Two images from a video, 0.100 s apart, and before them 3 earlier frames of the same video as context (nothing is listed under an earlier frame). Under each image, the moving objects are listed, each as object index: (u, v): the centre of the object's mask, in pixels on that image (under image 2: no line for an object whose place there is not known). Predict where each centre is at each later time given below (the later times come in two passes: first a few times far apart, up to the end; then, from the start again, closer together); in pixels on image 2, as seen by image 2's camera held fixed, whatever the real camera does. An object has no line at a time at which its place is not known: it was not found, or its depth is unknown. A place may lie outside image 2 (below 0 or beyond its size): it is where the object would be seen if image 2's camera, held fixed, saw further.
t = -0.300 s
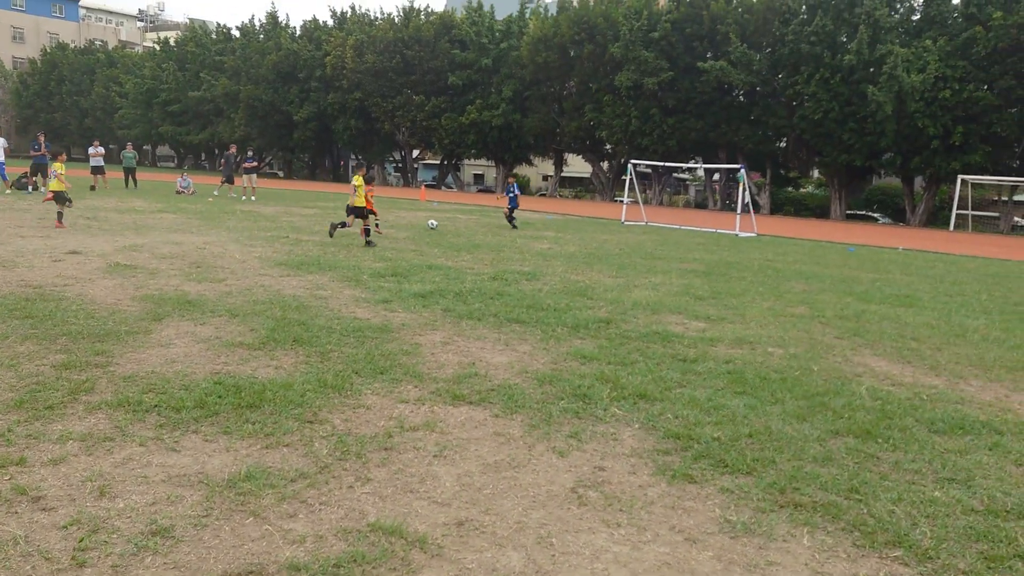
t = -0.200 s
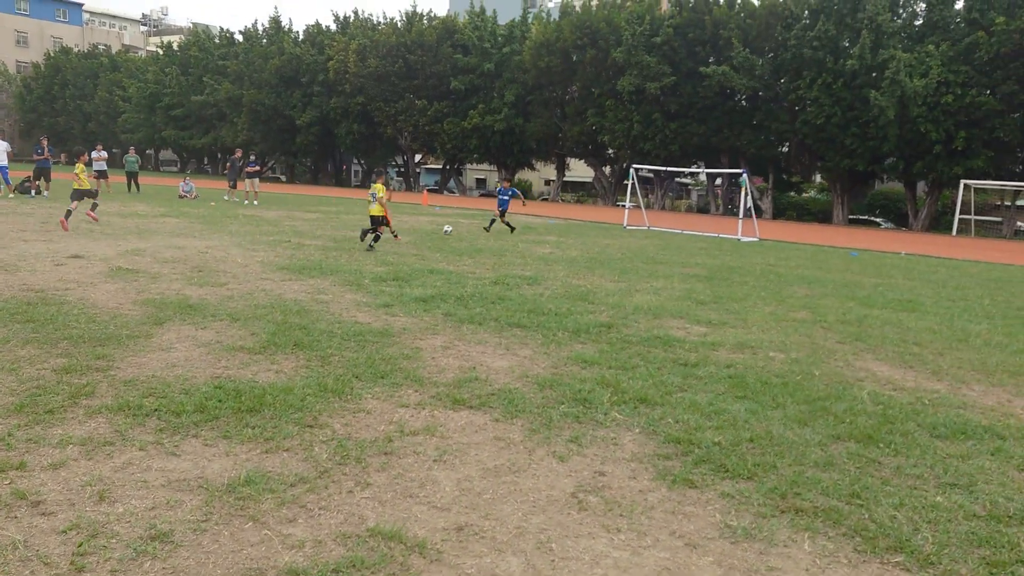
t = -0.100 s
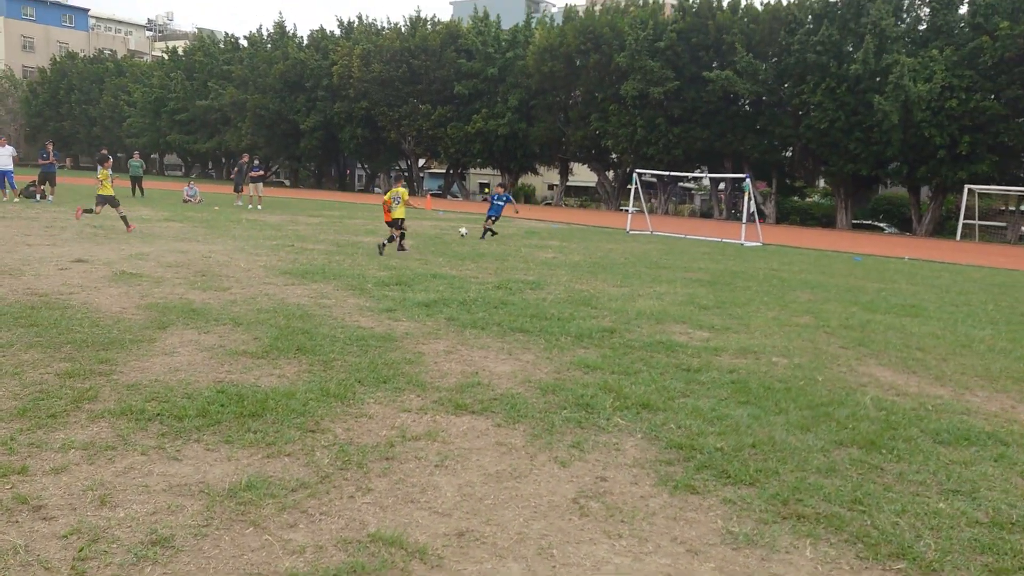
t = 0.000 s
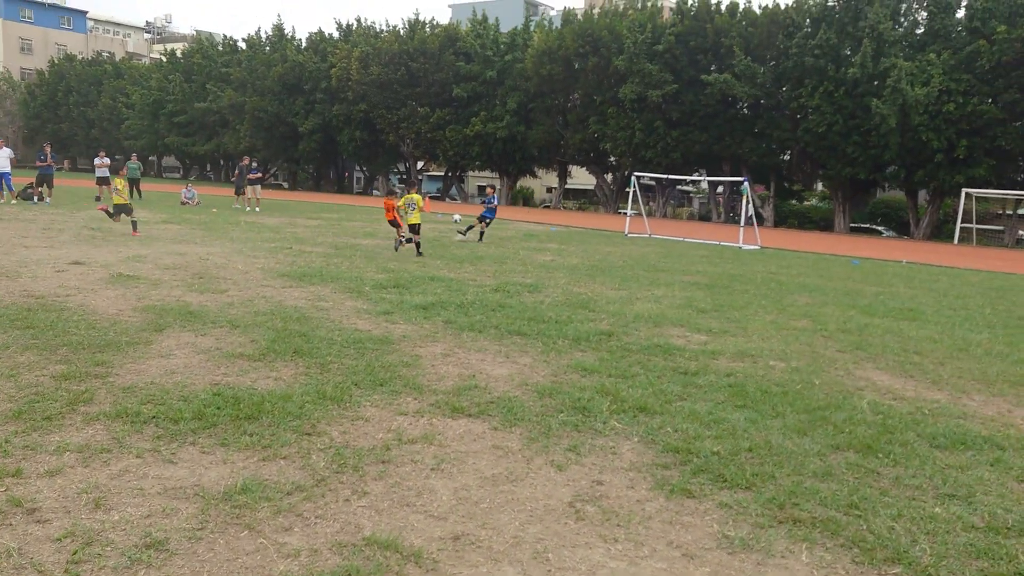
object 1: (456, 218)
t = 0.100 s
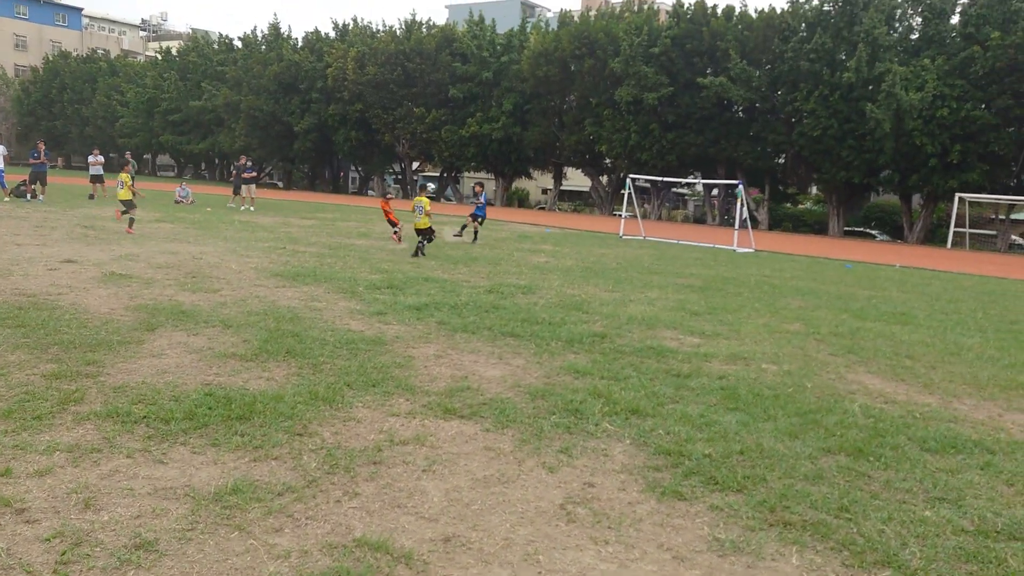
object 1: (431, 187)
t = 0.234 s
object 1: (401, 151)
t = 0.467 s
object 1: (350, 104)
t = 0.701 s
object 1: (297, 83)
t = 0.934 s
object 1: (240, 87)
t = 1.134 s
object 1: (188, 113)
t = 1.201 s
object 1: (170, 126)
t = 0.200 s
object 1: (408, 159)
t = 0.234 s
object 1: (401, 151)
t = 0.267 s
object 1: (394, 143)
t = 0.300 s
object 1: (386, 135)
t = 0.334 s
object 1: (379, 128)
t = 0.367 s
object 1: (372, 121)
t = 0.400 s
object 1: (365, 115)
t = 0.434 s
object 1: (358, 109)
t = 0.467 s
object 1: (350, 104)
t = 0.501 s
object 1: (343, 99)
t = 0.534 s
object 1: (336, 95)
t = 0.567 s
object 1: (328, 92)
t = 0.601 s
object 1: (320, 89)
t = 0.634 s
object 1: (313, 86)
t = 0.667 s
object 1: (305, 84)
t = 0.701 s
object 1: (297, 83)
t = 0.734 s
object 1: (289, 82)
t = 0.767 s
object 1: (281, 81)
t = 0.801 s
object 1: (273, 81)
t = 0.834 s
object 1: (264, 82)
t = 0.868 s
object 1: (257, 83)
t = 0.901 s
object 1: (248, 85)
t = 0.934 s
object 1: (240, 87)
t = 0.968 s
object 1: (232, 89)
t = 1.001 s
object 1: (223, 93)
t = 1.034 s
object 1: (214, 97)
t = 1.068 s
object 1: (206, 102)
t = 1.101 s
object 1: (197, 107)
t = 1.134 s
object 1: (188, 113)
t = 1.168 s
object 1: (179, 119)
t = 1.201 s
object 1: (170, 126)
